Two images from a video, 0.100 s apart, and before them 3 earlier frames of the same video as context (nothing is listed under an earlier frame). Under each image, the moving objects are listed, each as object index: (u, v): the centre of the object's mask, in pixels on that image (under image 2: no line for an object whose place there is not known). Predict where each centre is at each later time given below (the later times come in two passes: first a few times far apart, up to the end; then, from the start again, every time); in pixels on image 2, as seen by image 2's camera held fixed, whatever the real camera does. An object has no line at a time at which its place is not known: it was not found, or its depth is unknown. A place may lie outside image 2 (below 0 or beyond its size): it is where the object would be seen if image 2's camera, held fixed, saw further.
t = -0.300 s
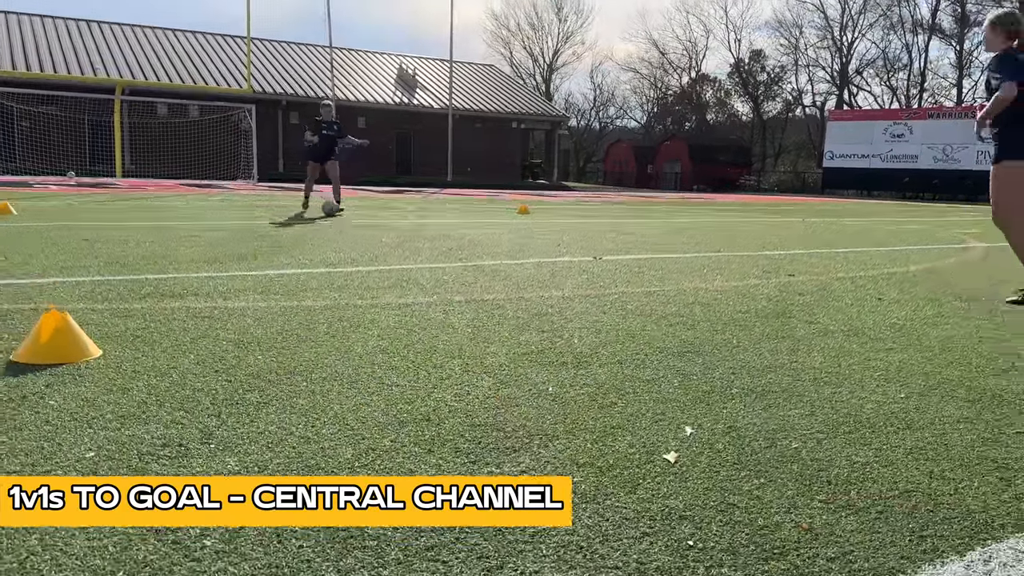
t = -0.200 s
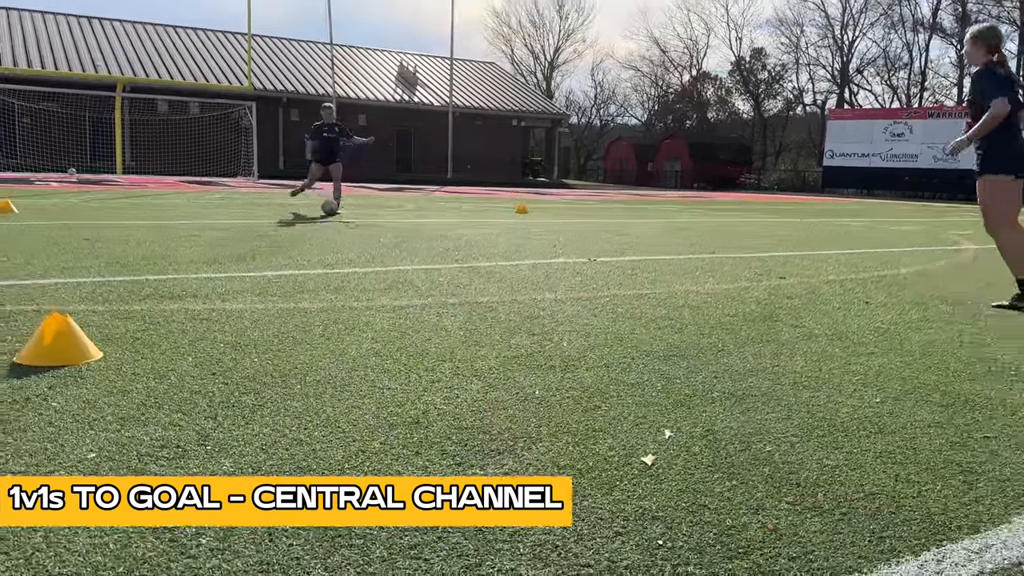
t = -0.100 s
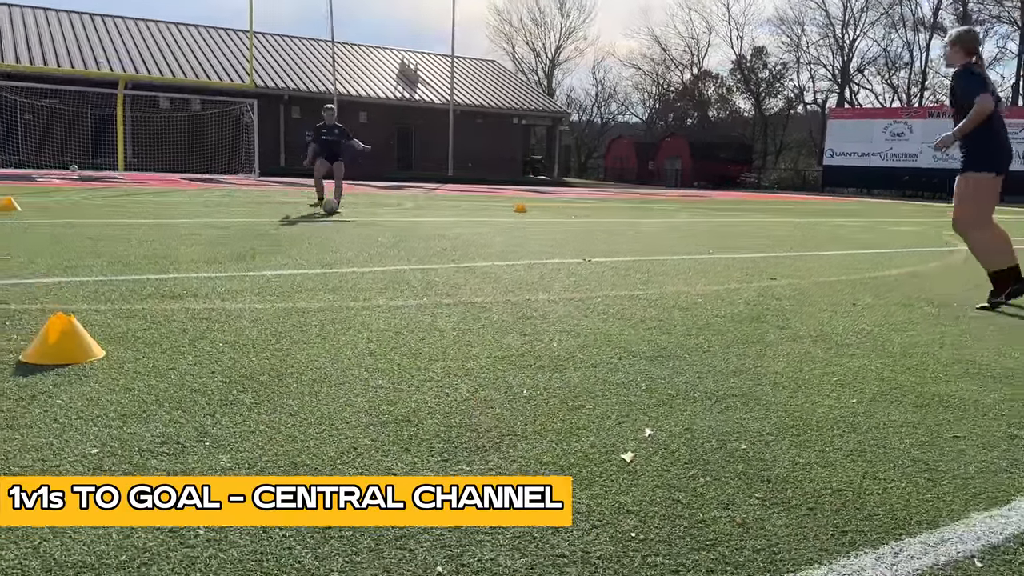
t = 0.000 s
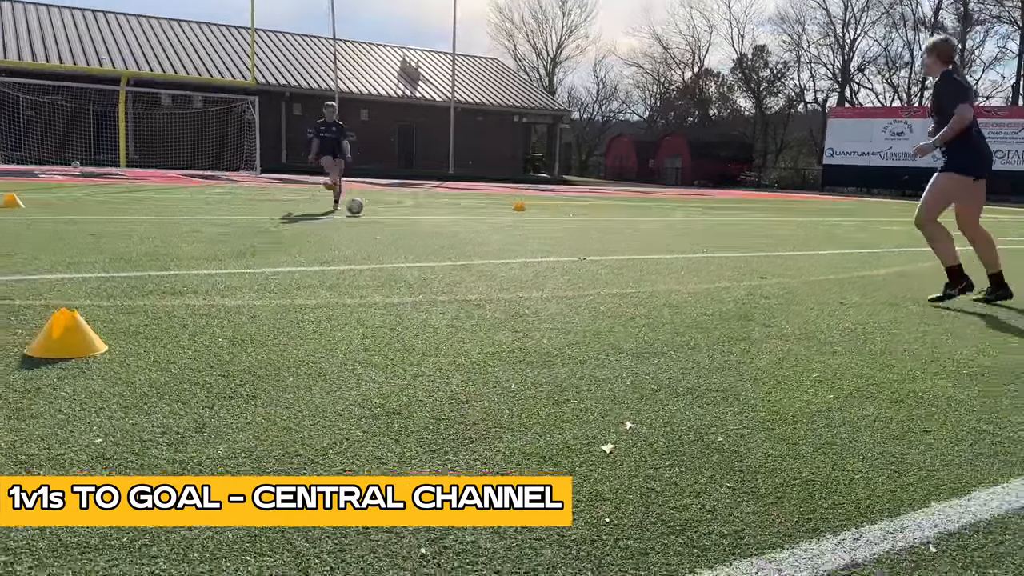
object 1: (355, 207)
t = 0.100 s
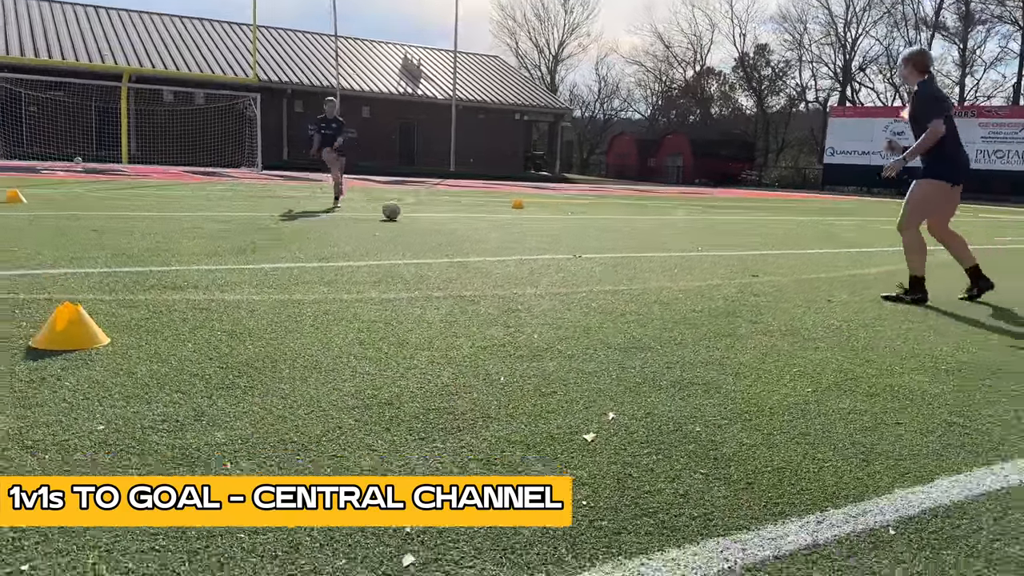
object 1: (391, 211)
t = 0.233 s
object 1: (445, 220)
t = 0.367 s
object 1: (507, 229)
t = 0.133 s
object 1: (404, 212)
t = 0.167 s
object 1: (417, 215)
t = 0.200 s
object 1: (431, 217)
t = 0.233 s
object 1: (445, 220)
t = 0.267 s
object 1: (460, 221)
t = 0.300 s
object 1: (475, 224)
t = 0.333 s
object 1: (491, 227)
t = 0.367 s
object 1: (507, 229)
